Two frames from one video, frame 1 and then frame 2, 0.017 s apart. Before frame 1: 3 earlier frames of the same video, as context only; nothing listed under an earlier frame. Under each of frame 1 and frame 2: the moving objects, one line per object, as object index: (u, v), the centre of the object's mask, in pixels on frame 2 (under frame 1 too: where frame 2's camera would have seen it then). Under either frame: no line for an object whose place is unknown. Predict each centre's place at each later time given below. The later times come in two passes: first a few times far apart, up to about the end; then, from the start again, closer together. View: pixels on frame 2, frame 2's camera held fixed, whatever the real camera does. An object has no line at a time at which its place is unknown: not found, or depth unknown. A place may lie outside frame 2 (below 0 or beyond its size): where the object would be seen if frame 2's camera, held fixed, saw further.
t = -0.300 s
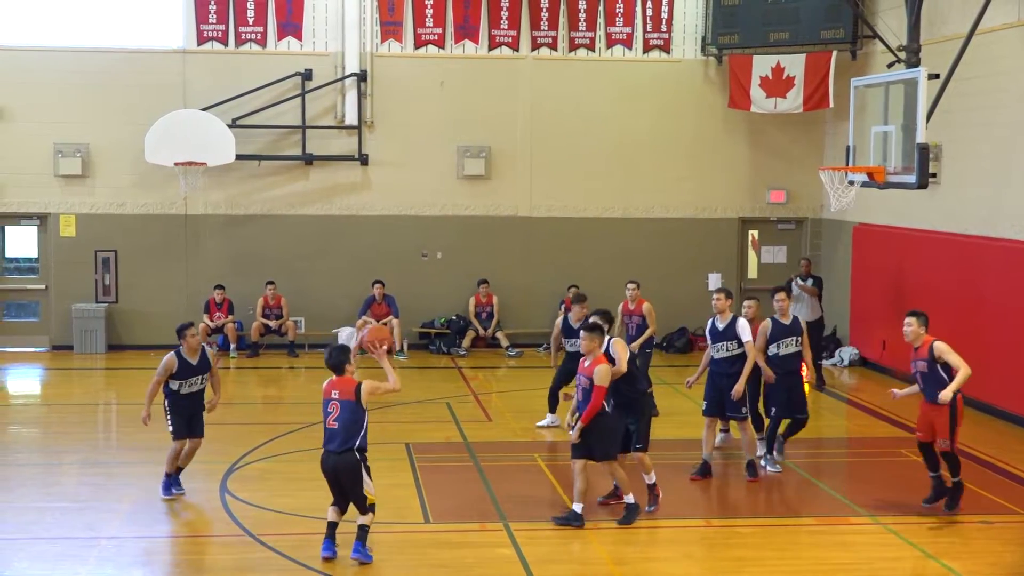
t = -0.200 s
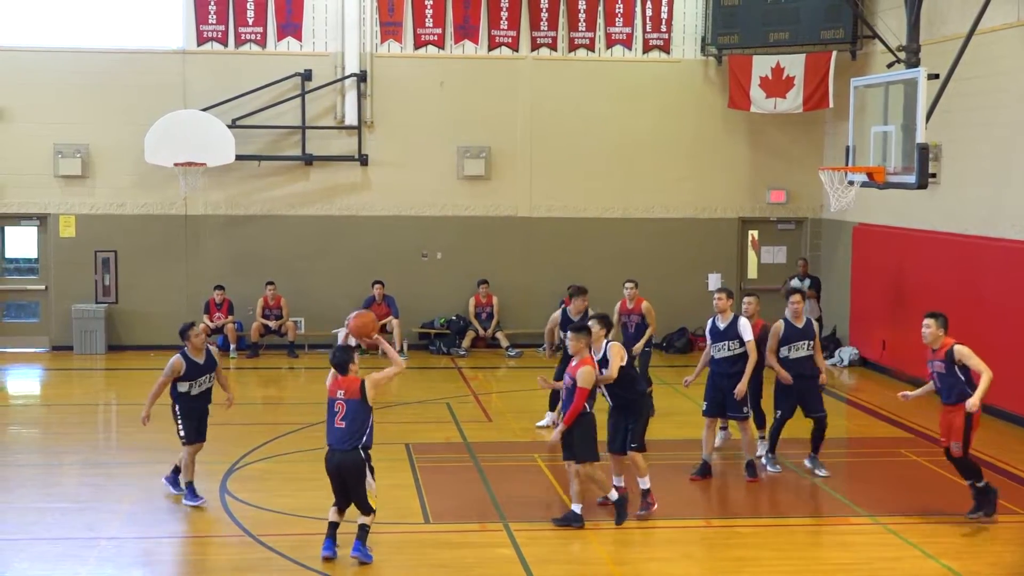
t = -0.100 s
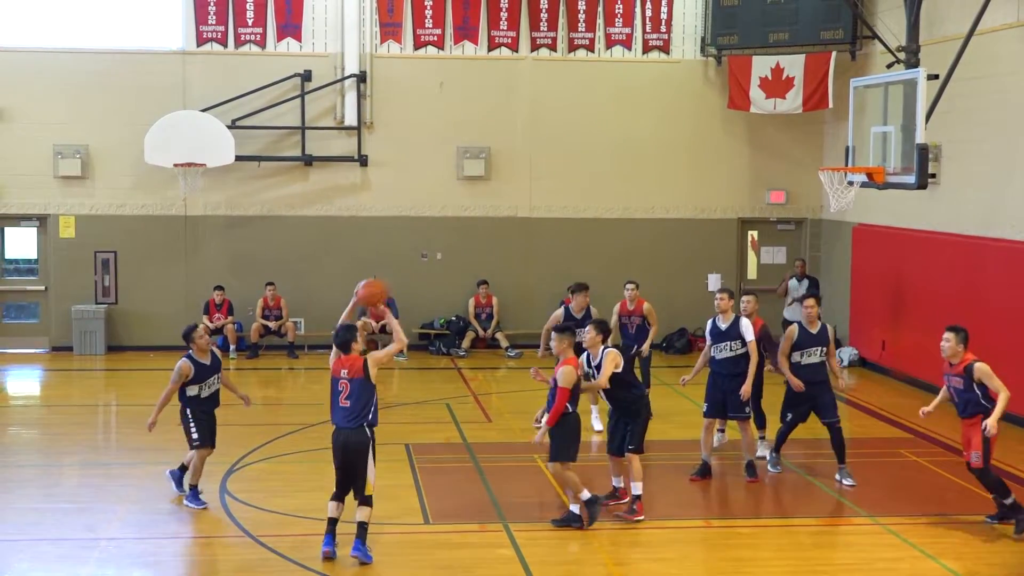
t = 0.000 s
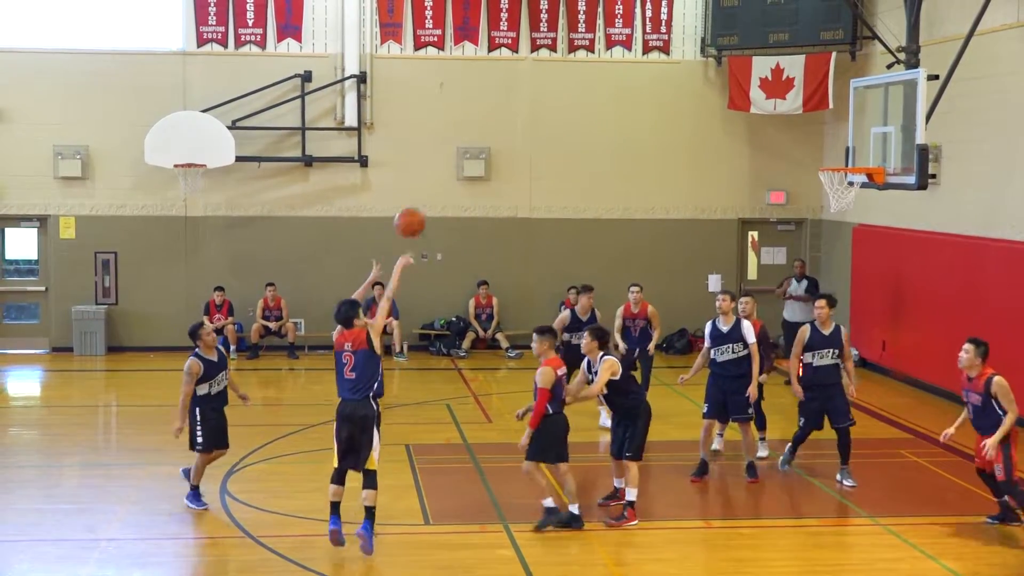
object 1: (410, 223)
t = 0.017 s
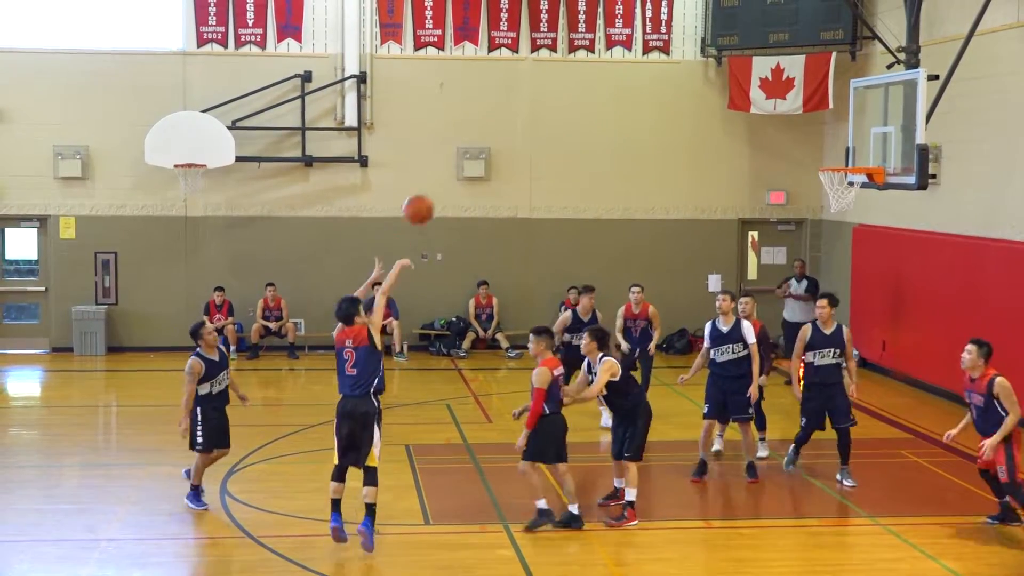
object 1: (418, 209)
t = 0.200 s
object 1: (505, 93)
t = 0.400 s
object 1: (593, 21)
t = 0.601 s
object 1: (672, 4)
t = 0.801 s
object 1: (746, 20)
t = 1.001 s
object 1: (811, 81)
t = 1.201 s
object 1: (849, 148)
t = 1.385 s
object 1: (782, 101)
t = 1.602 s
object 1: (705, 89)
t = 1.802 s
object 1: (637, 117)
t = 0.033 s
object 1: (427, 197)
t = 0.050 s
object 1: (435, 185)
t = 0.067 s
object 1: (443, 173)
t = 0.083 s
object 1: (451, 162)
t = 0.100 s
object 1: (459, 150)
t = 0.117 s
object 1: (467, 140)
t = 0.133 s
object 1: (475, 130)
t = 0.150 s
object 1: (483, 120)
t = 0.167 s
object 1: (490, 111)
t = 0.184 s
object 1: (498, 102)
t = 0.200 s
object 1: (505, 93)
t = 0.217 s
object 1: (513, 85)
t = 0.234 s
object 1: (520, 77)
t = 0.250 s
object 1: (528, 70)
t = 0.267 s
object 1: (536, 63)
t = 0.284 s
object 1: (543, 56)
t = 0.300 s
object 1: (550, 51)
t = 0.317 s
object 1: (558, 45)
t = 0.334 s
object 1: (565, 39)
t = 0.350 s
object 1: (573, 35)
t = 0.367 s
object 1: (580, 29)
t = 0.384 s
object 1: (586, 25)
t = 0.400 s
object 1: (593, 21)
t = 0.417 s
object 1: (599, 18)
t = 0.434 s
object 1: (608, 13)
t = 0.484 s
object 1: (628, 7)
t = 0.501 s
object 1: (635, 7)
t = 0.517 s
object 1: (641, 6)
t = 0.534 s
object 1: (647, 5)
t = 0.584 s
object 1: (667, 4)
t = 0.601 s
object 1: (672, 4)
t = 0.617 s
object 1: (680, 4)
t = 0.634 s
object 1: (685, 4)
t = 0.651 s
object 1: (692, 5)
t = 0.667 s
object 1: (697, 5)
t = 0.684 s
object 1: (703, 6)
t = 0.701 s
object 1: (710, 6)
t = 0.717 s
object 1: (716, 7)
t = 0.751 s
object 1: (729, 11)
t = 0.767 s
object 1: (735, 14)
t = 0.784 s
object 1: (740, 17)
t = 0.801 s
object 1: (746, 20)
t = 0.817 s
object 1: (752, 24)
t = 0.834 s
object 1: (758, 28)
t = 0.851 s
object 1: (763, 33)
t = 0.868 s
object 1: (768, 37)
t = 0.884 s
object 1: (774, 41)
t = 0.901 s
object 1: (779, 46)
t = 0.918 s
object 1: (784, 52)
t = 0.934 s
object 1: (790, 58)
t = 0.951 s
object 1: (796, 63)
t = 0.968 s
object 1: (802, 70)
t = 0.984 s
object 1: (806, 76)
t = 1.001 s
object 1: (811, 81)
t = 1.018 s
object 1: (816, 88)
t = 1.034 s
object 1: (822, 96)
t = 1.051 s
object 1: (826, 104)
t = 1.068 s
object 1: (832, 111)
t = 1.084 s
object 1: (837, 119)
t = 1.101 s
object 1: (842, 127)
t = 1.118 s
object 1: (847, 135)
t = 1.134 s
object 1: (852, 144)
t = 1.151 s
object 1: (857, 153)
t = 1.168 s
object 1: (861, 158)
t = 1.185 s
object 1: (855, 154)
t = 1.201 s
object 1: (849, 148)
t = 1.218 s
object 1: (843, 143)
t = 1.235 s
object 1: (836, 137)
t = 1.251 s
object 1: (830, 133)
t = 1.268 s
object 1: (824, 128)
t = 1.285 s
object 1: (819, 124)
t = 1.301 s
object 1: (812, 119)
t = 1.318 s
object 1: (807, 114)
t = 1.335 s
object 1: (800, 111)
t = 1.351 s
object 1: (794, 107)
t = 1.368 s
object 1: (788, 104)
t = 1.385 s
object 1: (782, 101)
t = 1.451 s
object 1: (758, 93)
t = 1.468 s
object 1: (751, 91)
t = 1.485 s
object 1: (745, 89)
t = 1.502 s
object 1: (740, 89)
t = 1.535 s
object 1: (729, 89)
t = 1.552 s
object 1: (722, 88)
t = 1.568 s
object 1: (717, 88)
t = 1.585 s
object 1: (711, 88)
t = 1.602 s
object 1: (705, 89)
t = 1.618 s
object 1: (699, 90)
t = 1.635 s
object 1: (694, 91)
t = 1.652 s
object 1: (688, 92)
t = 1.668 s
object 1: (682, 94)
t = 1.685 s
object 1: (676, 96)
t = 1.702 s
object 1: (671, 98)
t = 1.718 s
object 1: (665, 101)
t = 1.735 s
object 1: (660, 103)
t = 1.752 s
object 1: (654, 107)
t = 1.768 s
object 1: (648, 110)
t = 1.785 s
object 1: (643, 113)
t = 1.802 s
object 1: (637, 117)
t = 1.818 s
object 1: (632, 121)
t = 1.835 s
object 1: (626, 125)
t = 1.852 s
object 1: (621, 129)
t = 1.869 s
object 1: (615, 134)
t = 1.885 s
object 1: (610, 139)
